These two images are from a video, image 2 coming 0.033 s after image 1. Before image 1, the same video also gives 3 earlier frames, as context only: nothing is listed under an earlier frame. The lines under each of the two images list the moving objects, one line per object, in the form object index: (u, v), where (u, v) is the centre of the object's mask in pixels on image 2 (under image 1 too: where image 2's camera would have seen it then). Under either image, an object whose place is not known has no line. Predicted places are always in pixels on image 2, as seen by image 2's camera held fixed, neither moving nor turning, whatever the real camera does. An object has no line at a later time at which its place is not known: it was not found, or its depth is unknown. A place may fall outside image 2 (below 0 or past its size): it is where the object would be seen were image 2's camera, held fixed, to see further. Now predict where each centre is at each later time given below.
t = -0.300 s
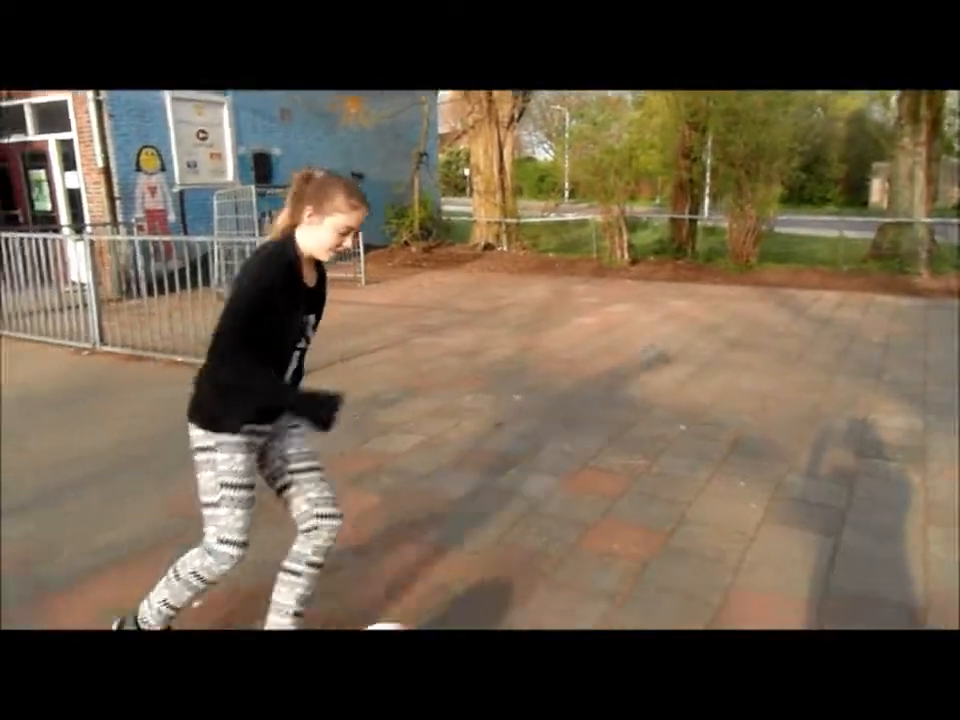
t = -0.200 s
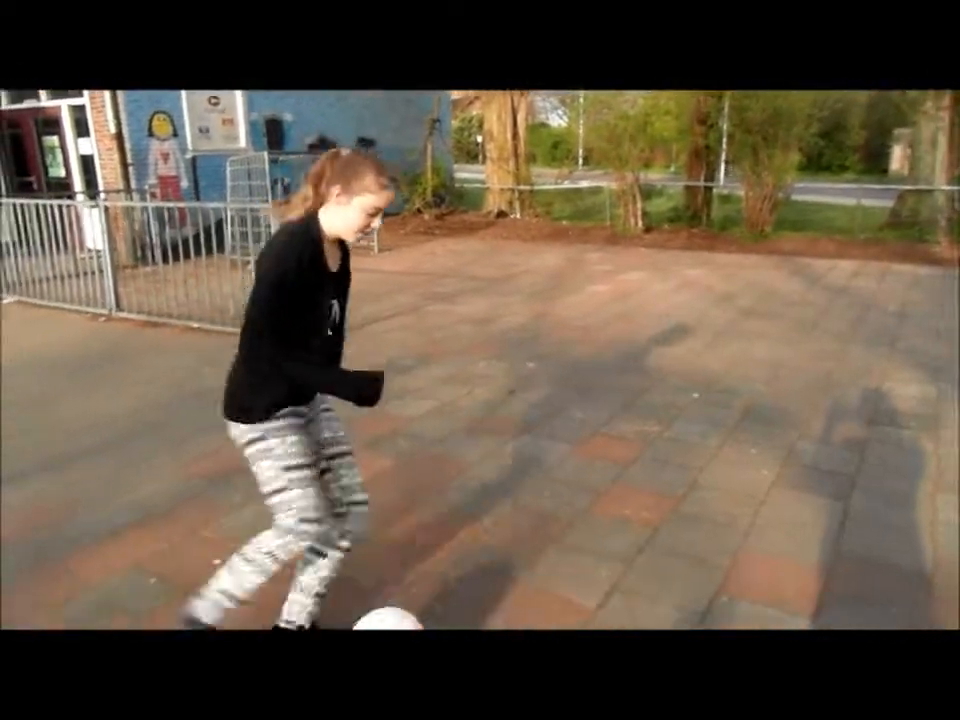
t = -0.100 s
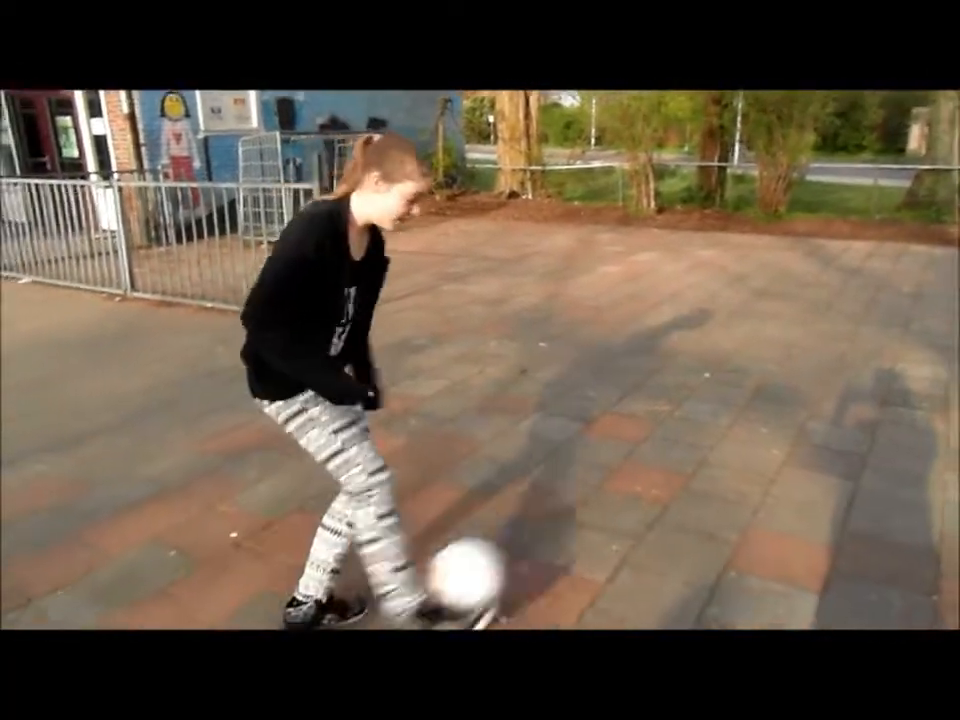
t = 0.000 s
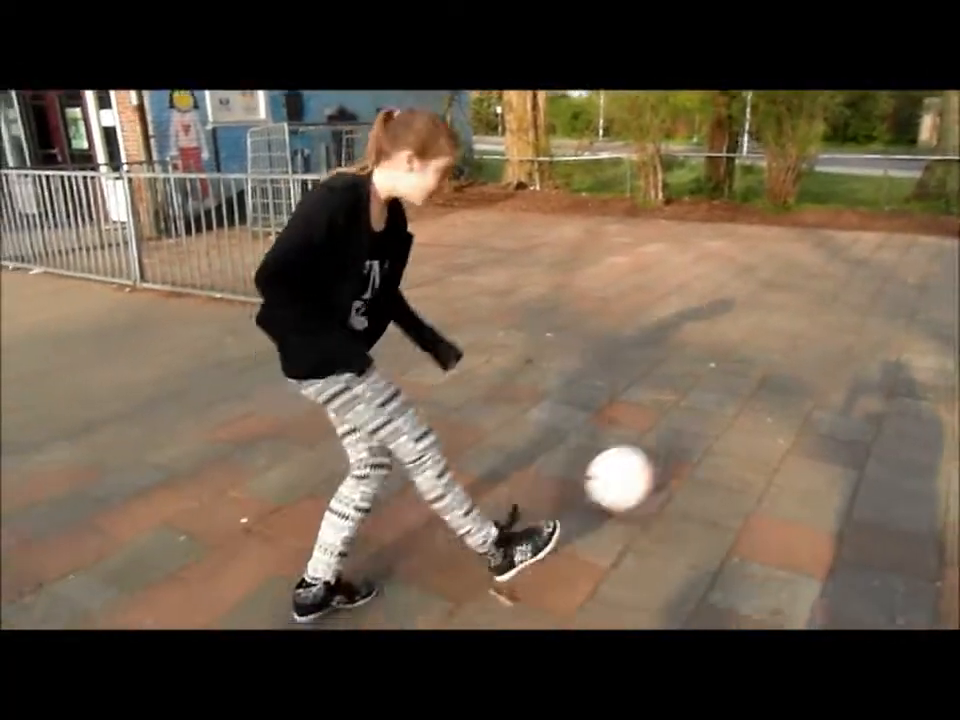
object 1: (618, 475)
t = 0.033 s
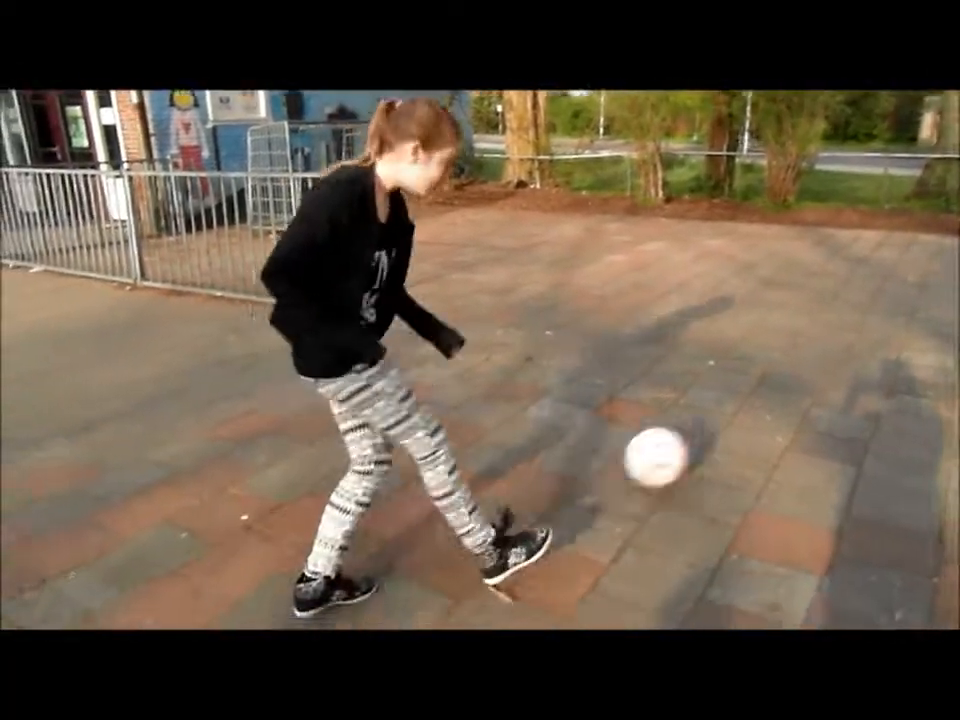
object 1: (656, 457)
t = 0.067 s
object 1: (687, 444)
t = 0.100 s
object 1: (714, 433)
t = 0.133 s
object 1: (734, 415)
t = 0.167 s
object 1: (753, 398)
